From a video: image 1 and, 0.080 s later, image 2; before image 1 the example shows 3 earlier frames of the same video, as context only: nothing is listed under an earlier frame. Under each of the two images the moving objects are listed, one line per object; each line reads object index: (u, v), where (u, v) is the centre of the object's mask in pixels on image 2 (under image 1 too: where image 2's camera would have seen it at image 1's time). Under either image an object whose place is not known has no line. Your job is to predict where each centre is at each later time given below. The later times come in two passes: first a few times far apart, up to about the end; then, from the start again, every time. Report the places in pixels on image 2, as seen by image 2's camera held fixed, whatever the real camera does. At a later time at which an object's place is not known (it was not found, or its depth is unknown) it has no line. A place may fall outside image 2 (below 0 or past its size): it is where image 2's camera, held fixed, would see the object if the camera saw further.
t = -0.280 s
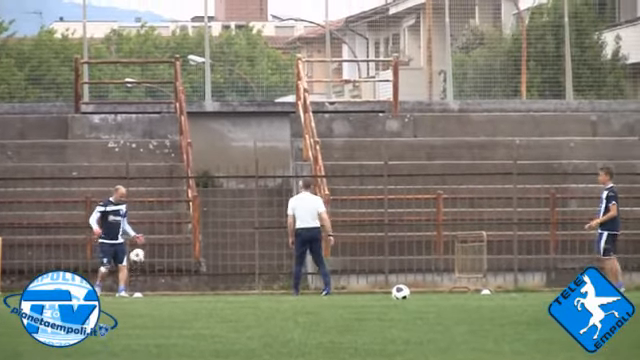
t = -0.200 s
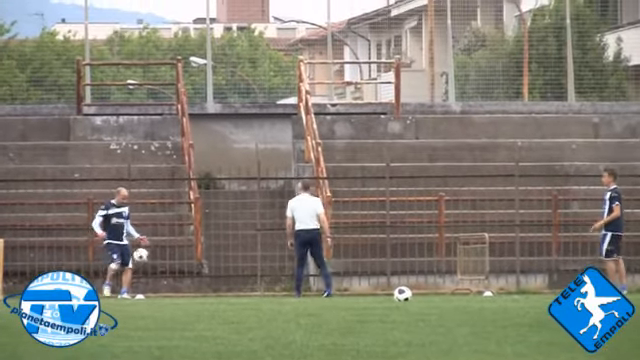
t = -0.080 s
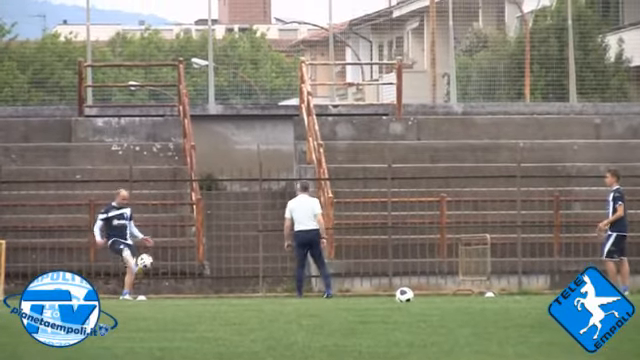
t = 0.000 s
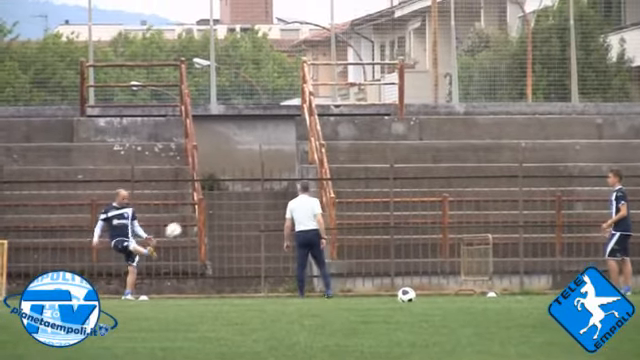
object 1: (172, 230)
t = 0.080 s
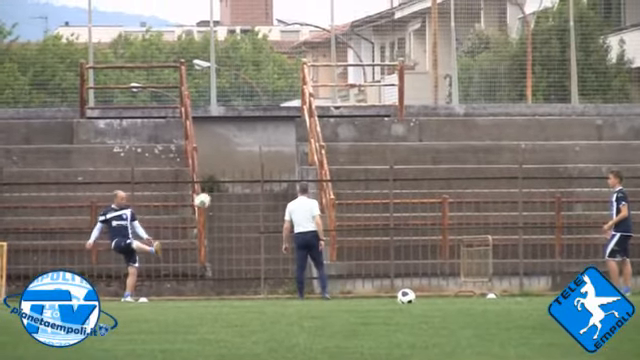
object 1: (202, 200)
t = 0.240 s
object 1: (262, 150)
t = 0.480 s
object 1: (350, 109)
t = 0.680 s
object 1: (427, 101)
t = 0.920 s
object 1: (518, 128)
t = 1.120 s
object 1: (592, 180)
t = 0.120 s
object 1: (217, 186)
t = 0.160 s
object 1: (231, 173)
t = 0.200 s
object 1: (246, 161)
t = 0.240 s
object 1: (262, 150)
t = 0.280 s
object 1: (277, 141)
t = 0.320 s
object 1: (291, 132)
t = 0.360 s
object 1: (306, 124)
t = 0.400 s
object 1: (322, 117)
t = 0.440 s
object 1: (336, 112)
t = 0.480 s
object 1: (350, 109)
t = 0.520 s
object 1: (366, 104)
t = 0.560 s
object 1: (382, 103)
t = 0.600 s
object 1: (398, 100)
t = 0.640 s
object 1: (412, 100)
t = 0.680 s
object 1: (427, 101)
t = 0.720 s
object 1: (442, 103)
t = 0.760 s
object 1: (457, 106)
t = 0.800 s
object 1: (472, 110)
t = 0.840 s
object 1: (488, 116)
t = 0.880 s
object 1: (502, 121)
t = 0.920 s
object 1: (518, 128)
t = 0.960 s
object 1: (533, 137)
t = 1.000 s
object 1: (547, 146)
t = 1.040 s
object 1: (563, 156)
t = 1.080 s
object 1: (578, 167)
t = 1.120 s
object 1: (592, 180)
